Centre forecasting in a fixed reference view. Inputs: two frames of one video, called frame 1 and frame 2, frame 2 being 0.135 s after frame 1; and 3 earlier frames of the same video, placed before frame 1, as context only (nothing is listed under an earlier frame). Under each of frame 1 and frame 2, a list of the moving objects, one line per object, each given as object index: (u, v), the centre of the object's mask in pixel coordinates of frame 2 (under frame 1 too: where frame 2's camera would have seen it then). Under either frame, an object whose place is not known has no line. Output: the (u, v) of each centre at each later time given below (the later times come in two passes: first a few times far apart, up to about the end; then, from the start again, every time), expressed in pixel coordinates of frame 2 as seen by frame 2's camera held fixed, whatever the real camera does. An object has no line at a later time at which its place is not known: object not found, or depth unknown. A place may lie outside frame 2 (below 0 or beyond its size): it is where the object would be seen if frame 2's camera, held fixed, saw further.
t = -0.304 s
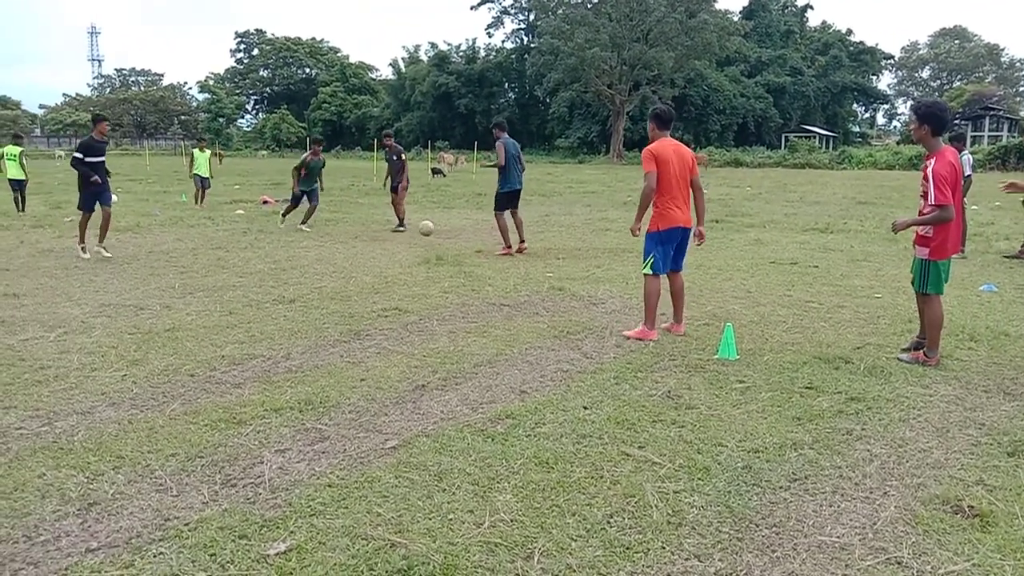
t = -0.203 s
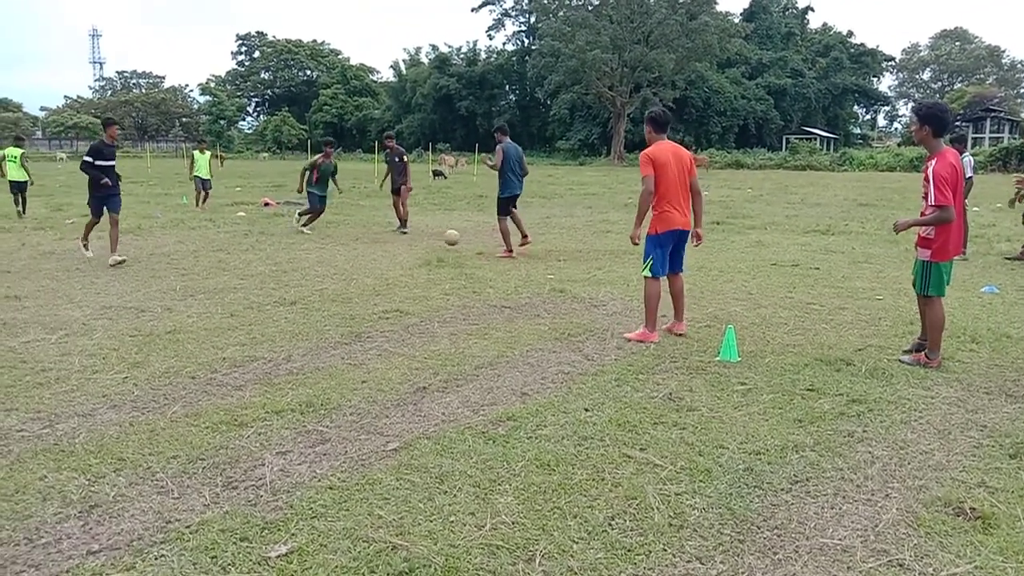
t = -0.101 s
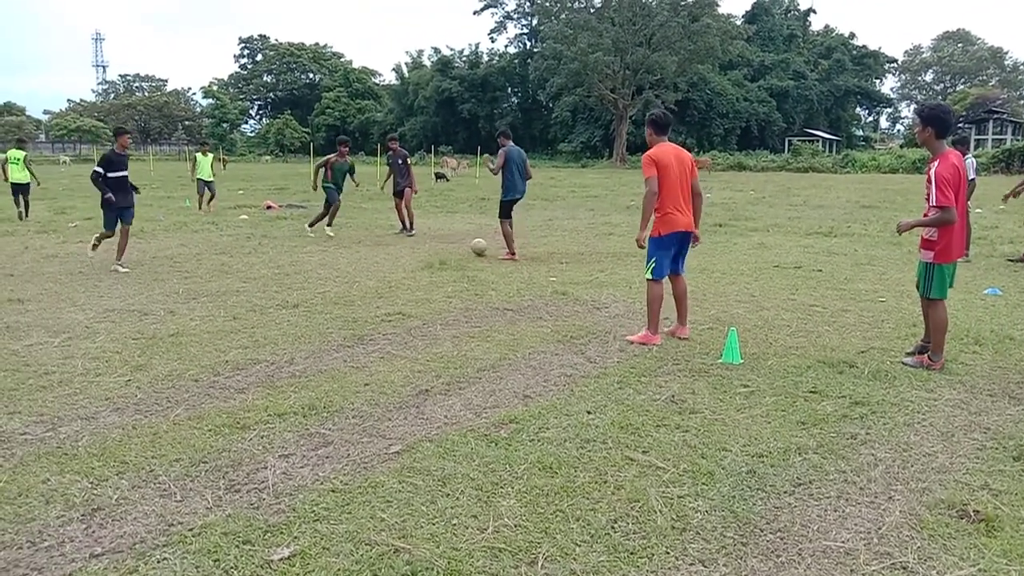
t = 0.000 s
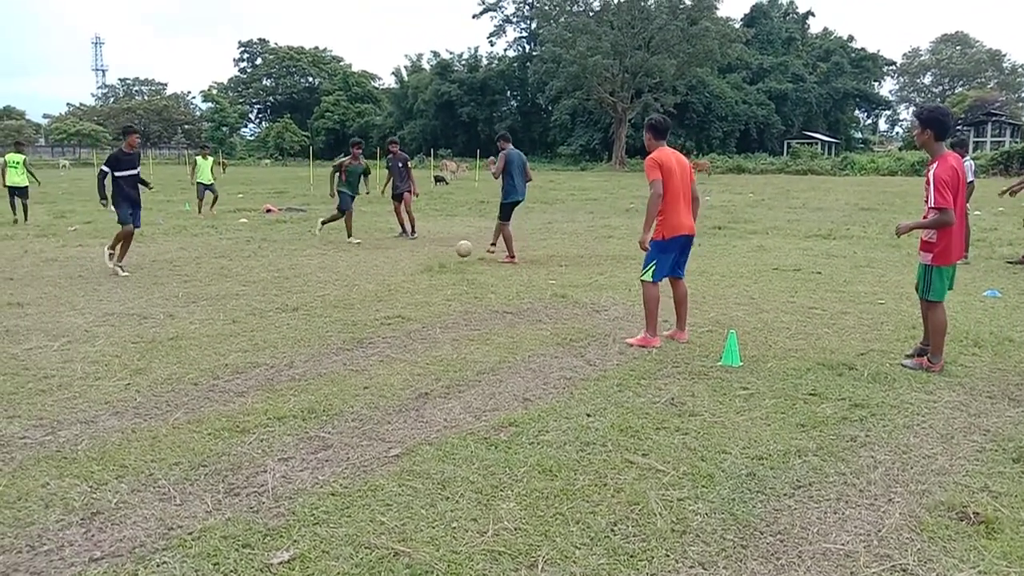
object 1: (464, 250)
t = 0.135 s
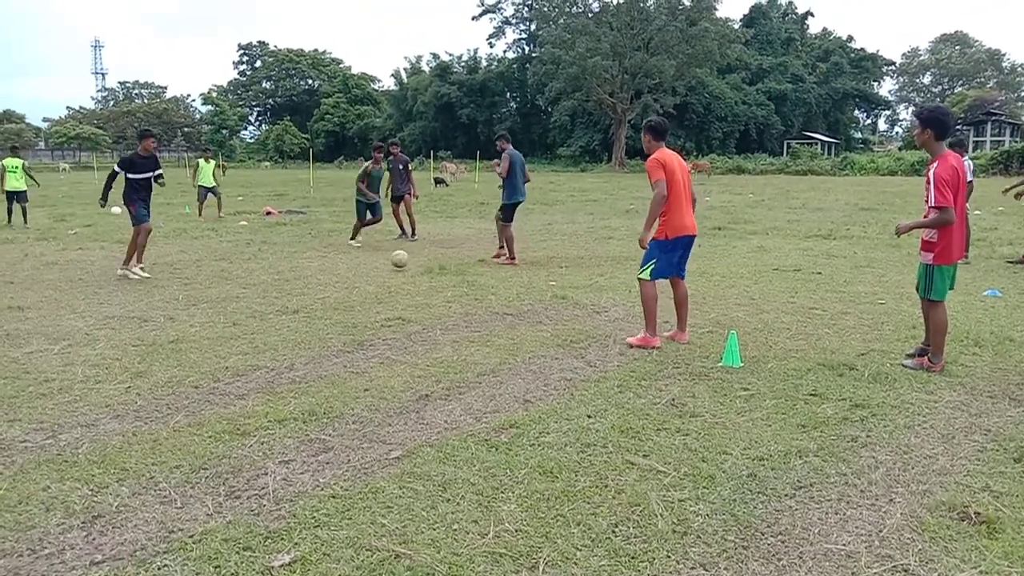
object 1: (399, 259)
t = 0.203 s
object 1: (367, 265)
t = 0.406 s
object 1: (282, 273)
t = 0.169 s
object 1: (382, 264)
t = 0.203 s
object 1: (367, 265)
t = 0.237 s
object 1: (353, 265)
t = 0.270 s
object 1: (338, 266)
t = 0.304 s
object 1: (323, 268)
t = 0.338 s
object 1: (308, 270)
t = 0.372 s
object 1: (295, 271)
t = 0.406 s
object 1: (282, 273)
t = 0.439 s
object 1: (269, 274)
